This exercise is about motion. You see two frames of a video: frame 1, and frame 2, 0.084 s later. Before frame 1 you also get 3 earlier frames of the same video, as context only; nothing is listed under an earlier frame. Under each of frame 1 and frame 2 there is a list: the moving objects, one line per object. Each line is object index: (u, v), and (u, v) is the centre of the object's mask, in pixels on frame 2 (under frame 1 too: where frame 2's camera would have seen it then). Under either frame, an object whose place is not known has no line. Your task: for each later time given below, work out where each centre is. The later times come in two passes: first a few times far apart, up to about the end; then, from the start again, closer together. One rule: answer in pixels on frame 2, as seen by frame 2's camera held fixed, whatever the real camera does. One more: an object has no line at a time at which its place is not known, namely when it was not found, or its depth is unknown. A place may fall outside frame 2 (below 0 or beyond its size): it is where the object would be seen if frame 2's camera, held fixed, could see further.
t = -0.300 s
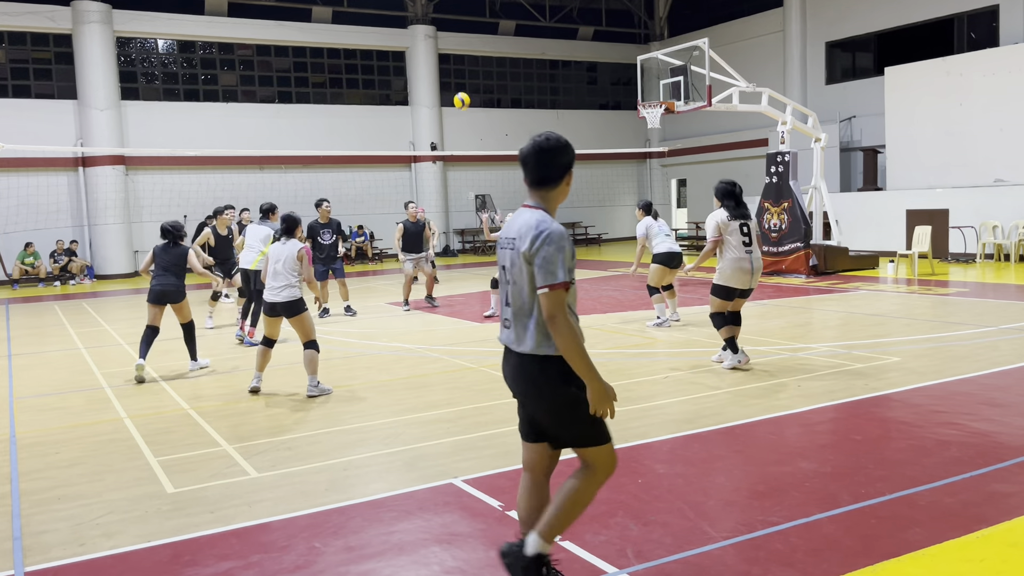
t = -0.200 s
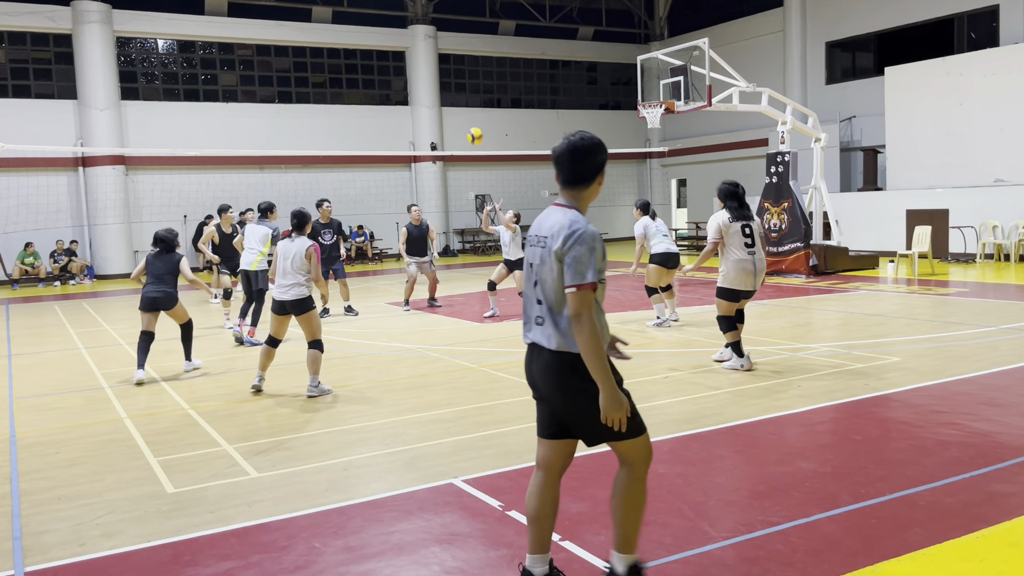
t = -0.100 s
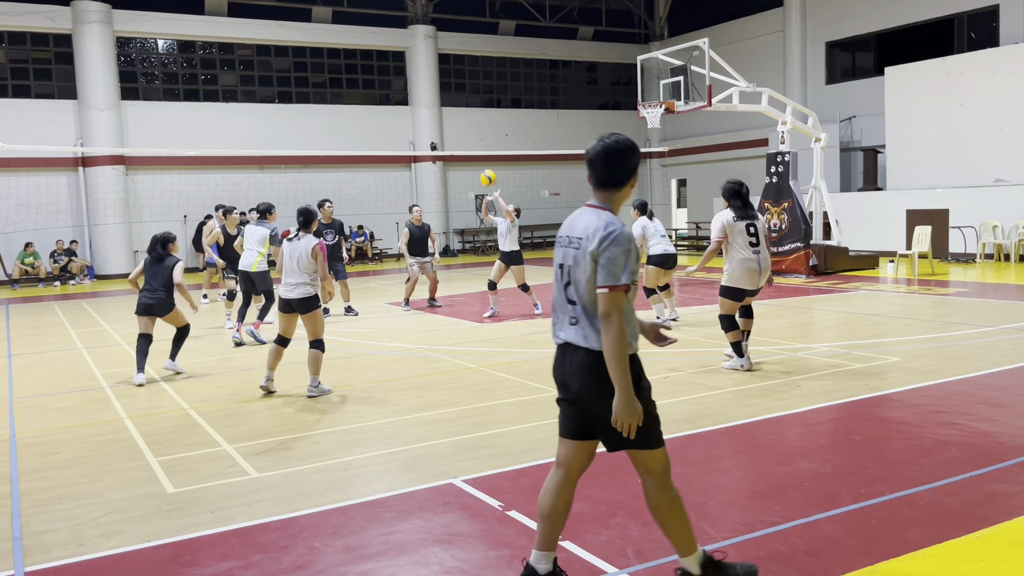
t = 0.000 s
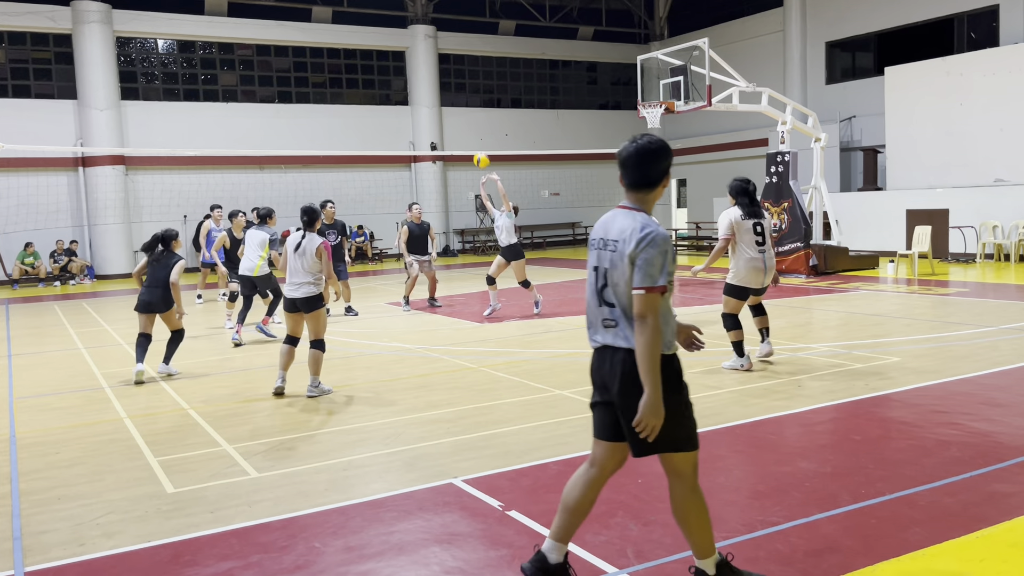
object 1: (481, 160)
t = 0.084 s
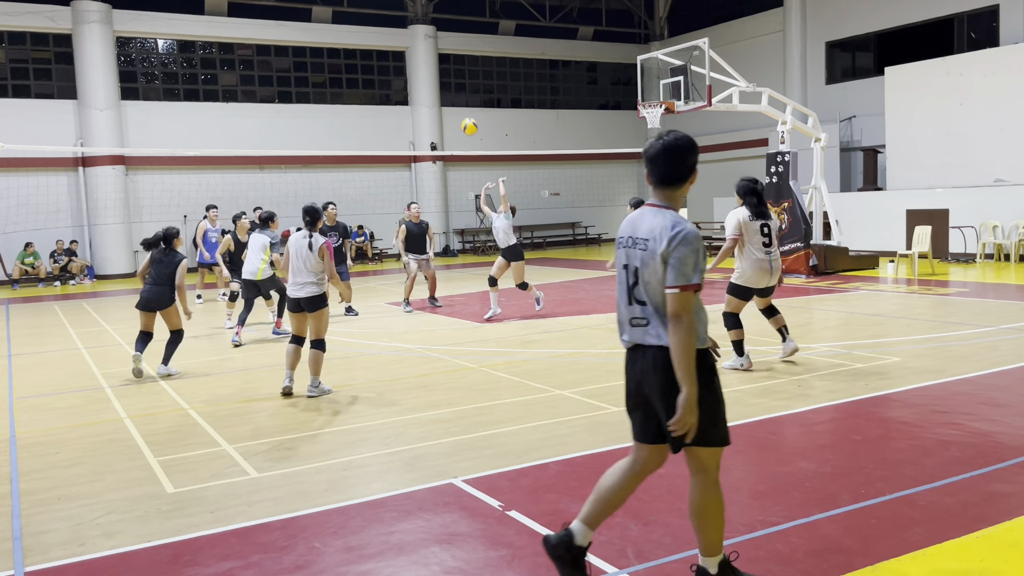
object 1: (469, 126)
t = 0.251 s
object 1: (446, 75)
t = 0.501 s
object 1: (412, 37)
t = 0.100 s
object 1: (467, 120)
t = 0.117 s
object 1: (464, 114)
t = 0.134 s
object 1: (462, 108)
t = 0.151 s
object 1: (460, 103)
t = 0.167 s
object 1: (458, 98)
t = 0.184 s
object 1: (455, 93)
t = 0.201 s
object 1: (453, 88)
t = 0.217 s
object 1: (451, 83)
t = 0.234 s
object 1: (448, 79)
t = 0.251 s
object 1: (446, 75)
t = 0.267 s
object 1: (444, 70)
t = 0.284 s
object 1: (442, 67)
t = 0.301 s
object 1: (439, 63)
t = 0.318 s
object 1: (437, 59)
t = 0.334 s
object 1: (435, 56)
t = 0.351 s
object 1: (432, 53)
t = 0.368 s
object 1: (430, 51)
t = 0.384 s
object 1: (428, 48)
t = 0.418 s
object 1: (424, 44)
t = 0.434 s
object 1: (421, 42)
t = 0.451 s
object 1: (419, 40)
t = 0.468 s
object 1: (417, 39)
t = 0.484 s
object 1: (415, 38)
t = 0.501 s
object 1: (412, 37)
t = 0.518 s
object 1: (410, 36)
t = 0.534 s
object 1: (408, 35)
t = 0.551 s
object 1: (406, 35)
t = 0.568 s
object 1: (404, 35)
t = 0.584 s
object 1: (402, 35)
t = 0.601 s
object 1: (400, 35)
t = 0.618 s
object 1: (398, 36)
